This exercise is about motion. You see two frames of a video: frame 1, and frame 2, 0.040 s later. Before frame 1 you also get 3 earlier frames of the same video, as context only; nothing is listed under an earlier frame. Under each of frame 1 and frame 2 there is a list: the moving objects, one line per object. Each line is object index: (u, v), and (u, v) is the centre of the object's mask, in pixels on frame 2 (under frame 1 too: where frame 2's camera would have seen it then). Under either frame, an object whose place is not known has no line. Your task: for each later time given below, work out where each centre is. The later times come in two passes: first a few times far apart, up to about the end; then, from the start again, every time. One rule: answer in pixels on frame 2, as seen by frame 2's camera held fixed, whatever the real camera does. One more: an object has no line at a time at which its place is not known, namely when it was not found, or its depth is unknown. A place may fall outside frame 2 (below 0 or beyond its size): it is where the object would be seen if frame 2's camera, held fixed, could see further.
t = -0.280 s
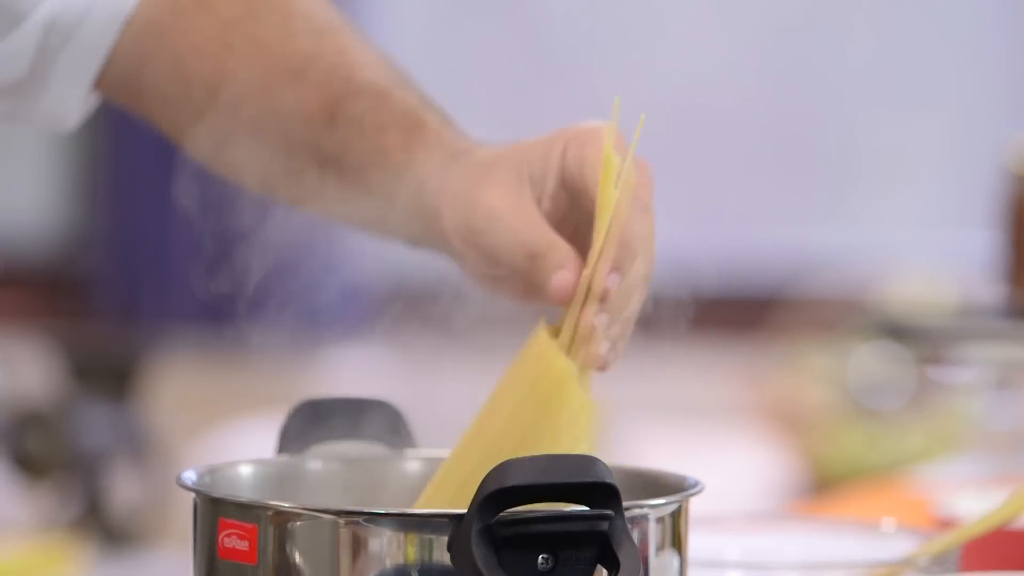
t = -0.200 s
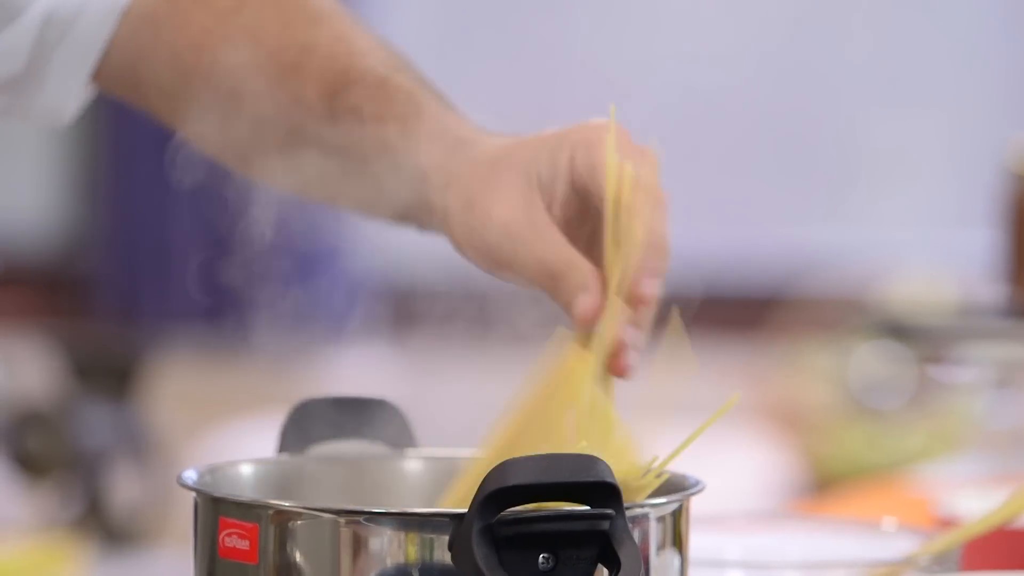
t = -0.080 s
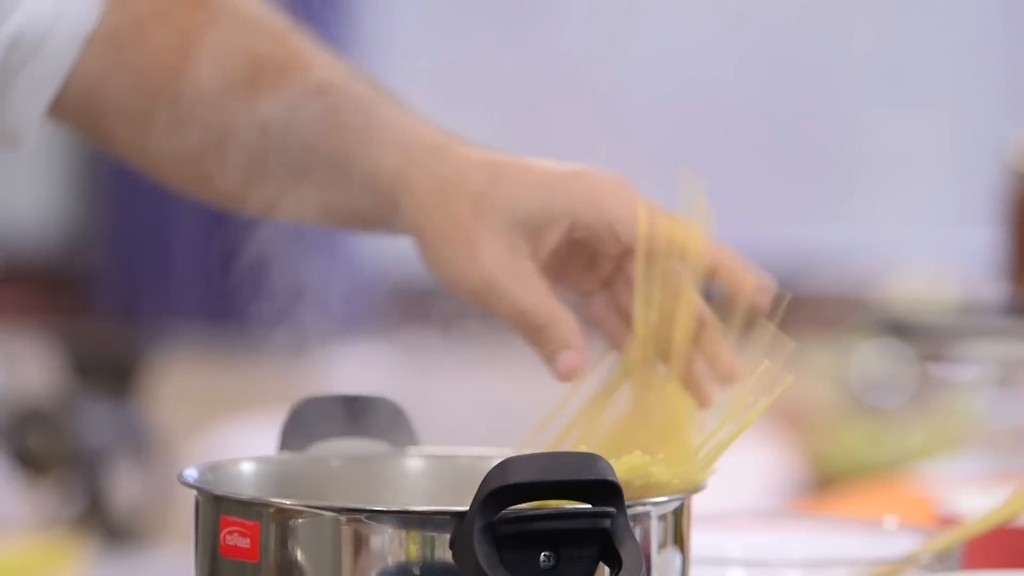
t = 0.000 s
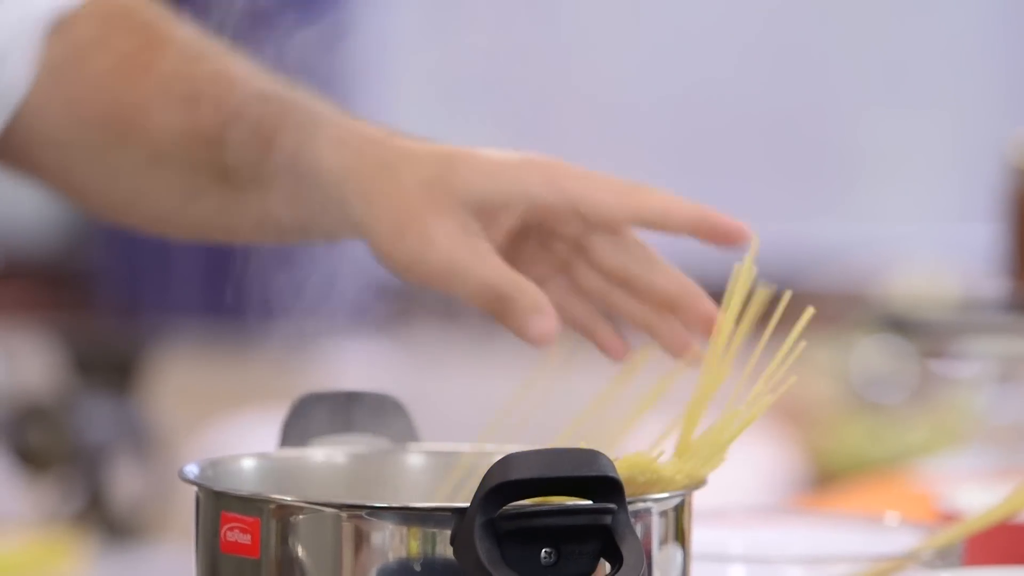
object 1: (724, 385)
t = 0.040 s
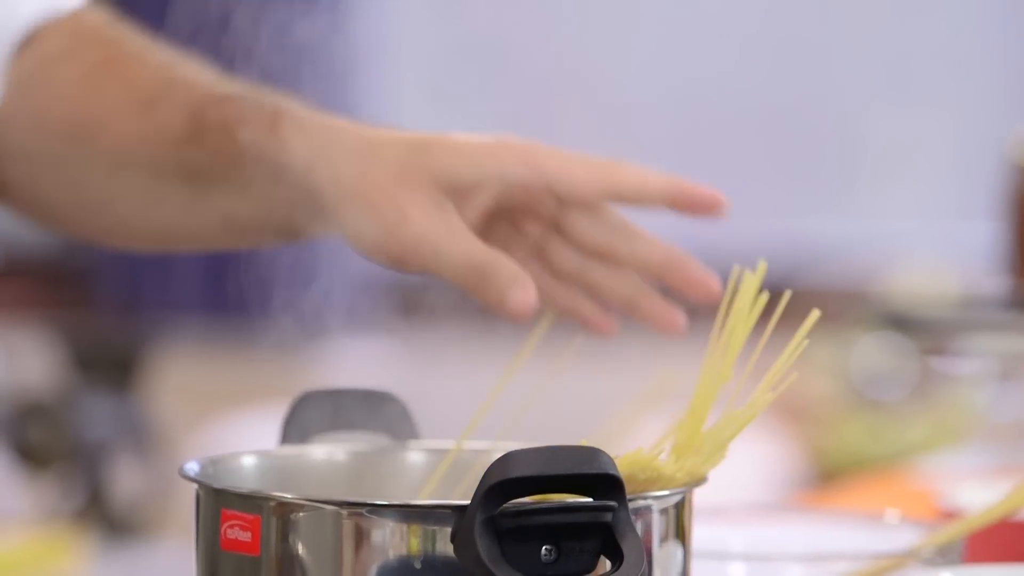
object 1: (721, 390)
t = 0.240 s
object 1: (724, 407)
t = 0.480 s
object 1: (723, 409)
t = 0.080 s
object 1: (723, 392)
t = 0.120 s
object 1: (724, 396)
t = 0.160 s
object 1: (725, 402)
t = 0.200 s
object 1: (724, 405)
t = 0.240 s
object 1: (724, 407)
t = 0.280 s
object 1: (724, 407)
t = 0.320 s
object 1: (724, 407)
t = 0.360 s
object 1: (724, 407)
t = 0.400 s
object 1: (724, 407)
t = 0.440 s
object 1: (724, 408)
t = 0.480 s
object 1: (723, 409)
